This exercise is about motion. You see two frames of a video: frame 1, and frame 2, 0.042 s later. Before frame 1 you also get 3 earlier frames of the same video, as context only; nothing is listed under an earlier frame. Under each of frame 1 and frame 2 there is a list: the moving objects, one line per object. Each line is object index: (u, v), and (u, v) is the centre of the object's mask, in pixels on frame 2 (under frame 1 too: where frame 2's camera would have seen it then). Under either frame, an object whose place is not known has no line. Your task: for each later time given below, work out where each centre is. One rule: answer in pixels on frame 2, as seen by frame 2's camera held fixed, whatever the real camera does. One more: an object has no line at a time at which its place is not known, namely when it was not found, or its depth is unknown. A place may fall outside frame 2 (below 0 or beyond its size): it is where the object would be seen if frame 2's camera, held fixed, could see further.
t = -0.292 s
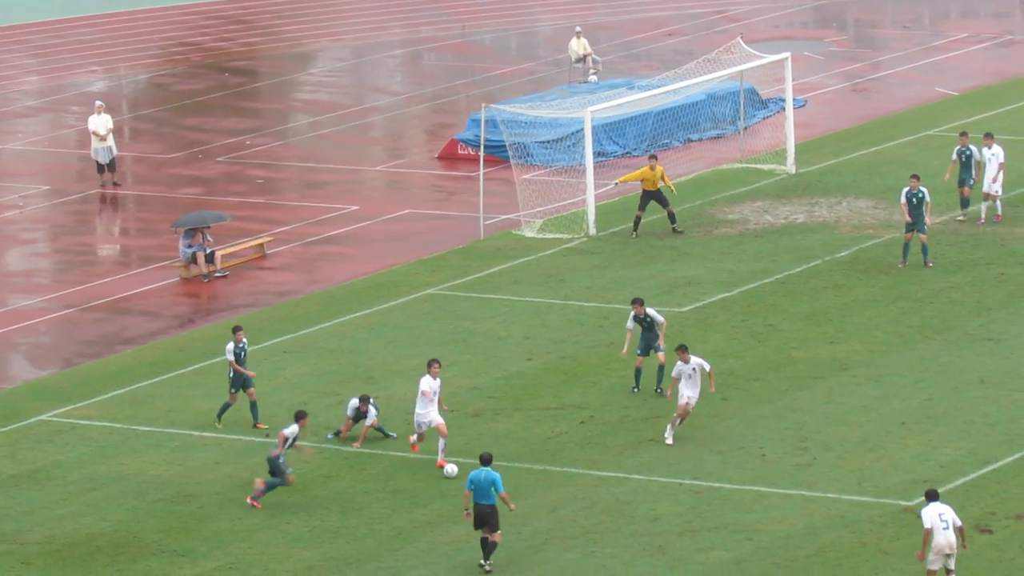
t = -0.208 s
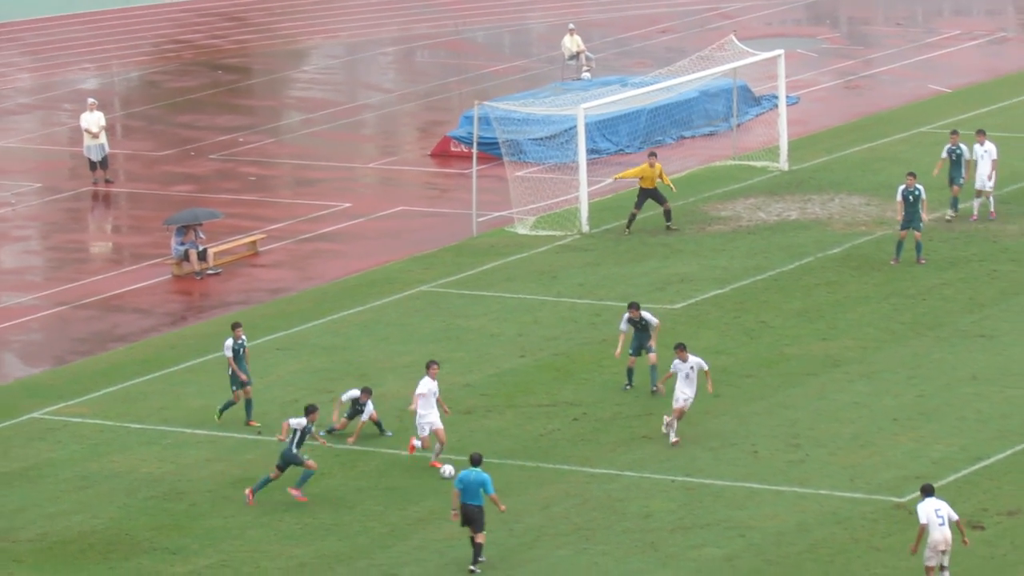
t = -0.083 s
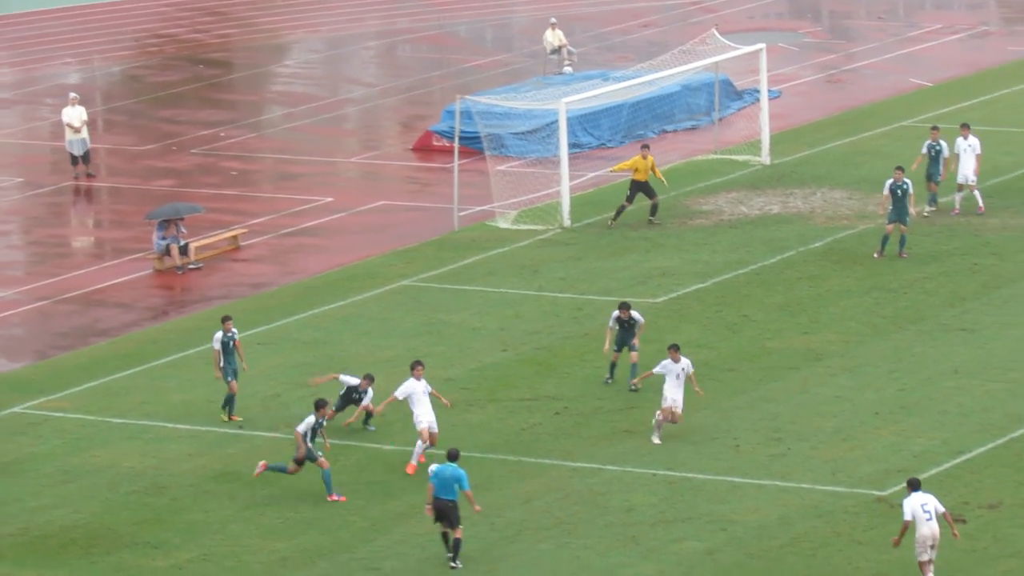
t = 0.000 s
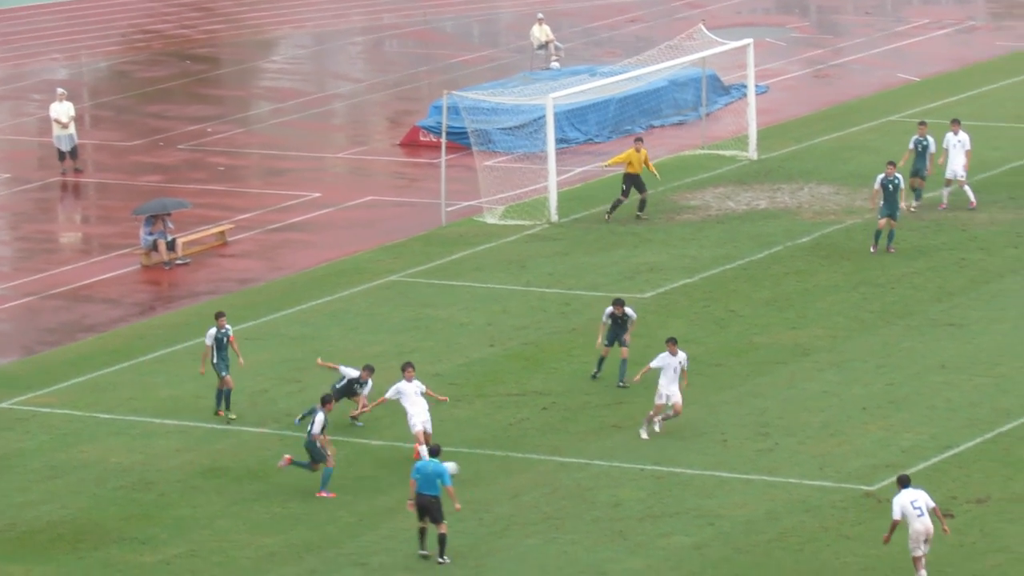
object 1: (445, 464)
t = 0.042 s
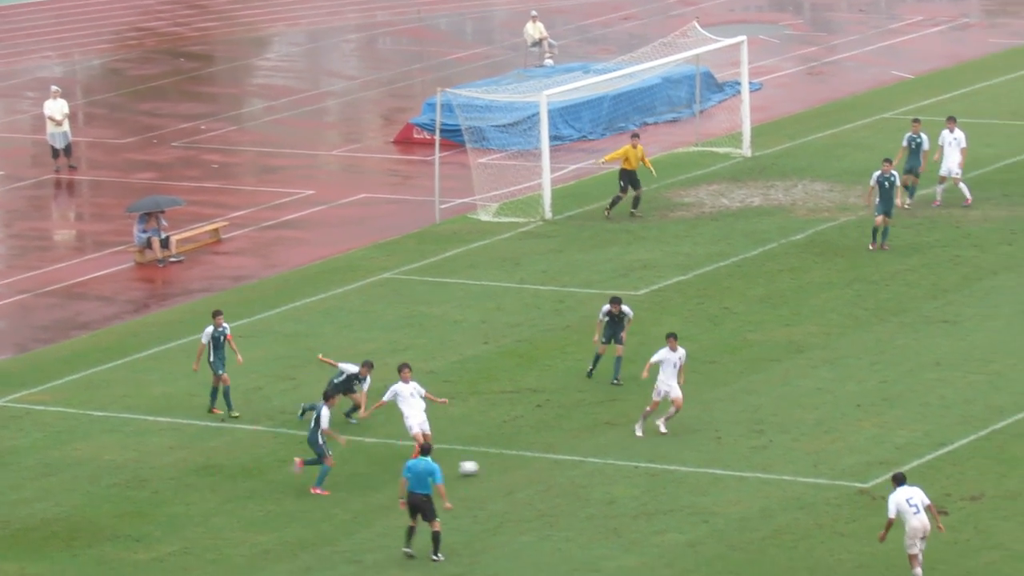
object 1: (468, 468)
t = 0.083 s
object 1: (494, 470)
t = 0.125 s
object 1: (519, 473)
